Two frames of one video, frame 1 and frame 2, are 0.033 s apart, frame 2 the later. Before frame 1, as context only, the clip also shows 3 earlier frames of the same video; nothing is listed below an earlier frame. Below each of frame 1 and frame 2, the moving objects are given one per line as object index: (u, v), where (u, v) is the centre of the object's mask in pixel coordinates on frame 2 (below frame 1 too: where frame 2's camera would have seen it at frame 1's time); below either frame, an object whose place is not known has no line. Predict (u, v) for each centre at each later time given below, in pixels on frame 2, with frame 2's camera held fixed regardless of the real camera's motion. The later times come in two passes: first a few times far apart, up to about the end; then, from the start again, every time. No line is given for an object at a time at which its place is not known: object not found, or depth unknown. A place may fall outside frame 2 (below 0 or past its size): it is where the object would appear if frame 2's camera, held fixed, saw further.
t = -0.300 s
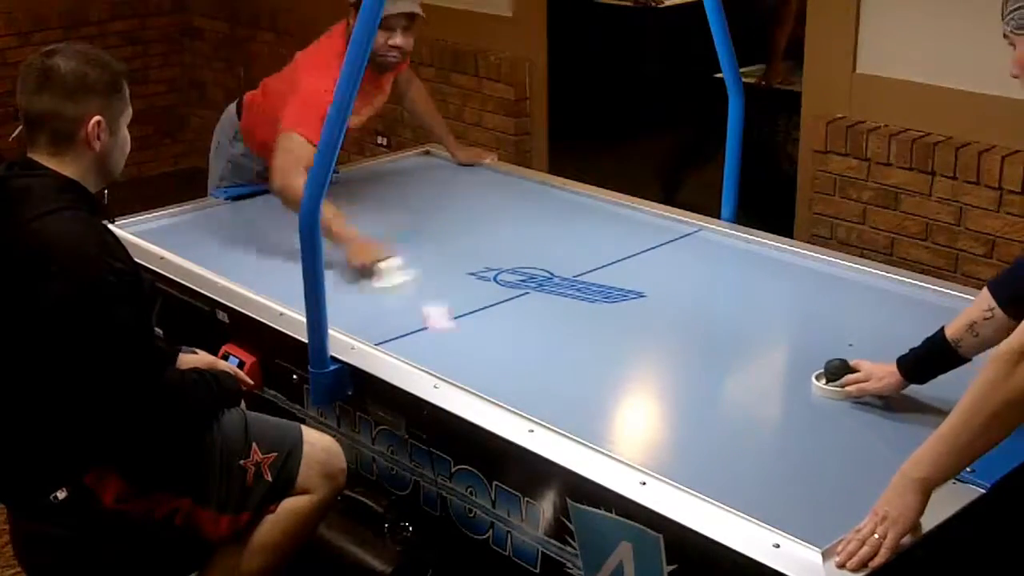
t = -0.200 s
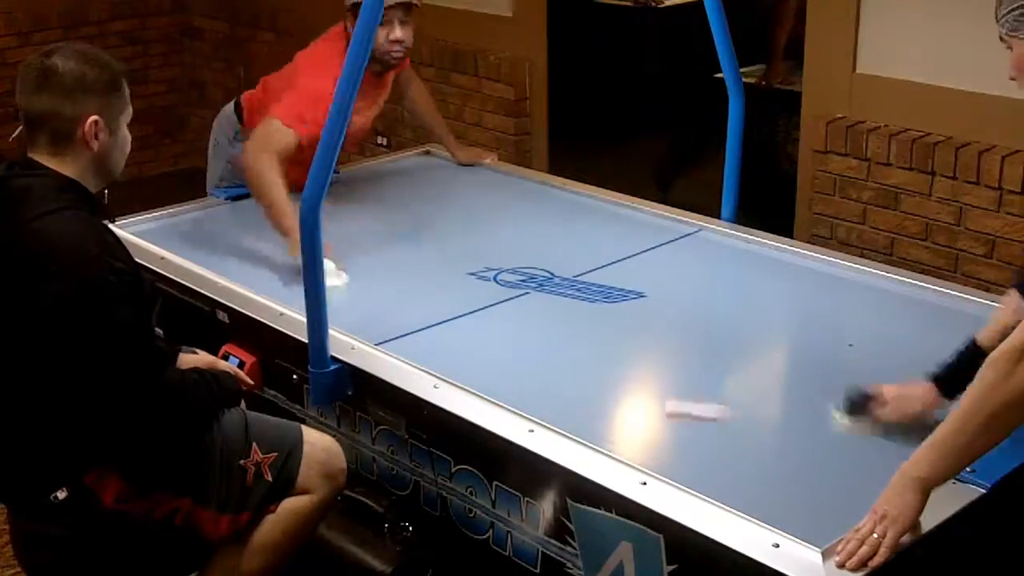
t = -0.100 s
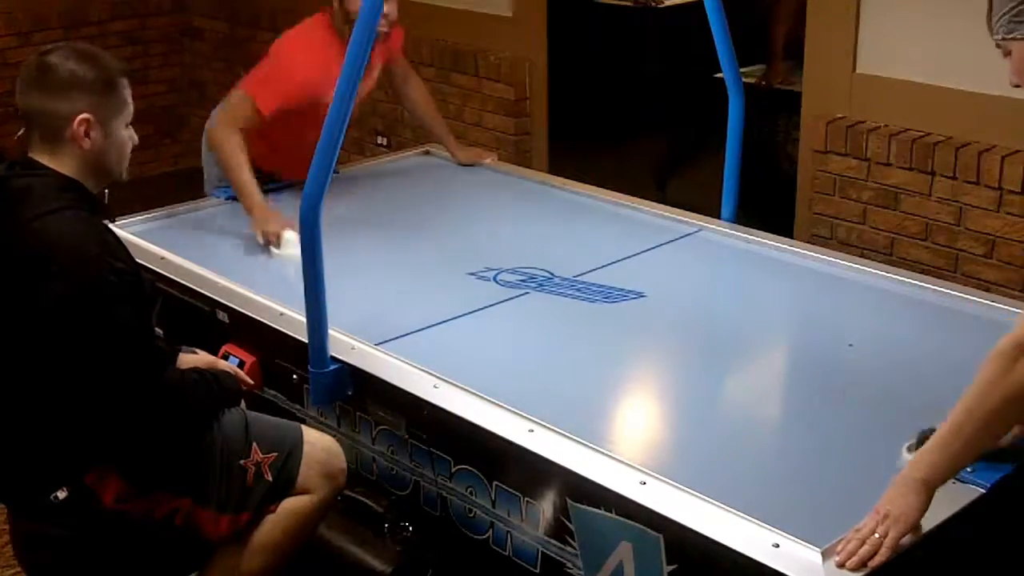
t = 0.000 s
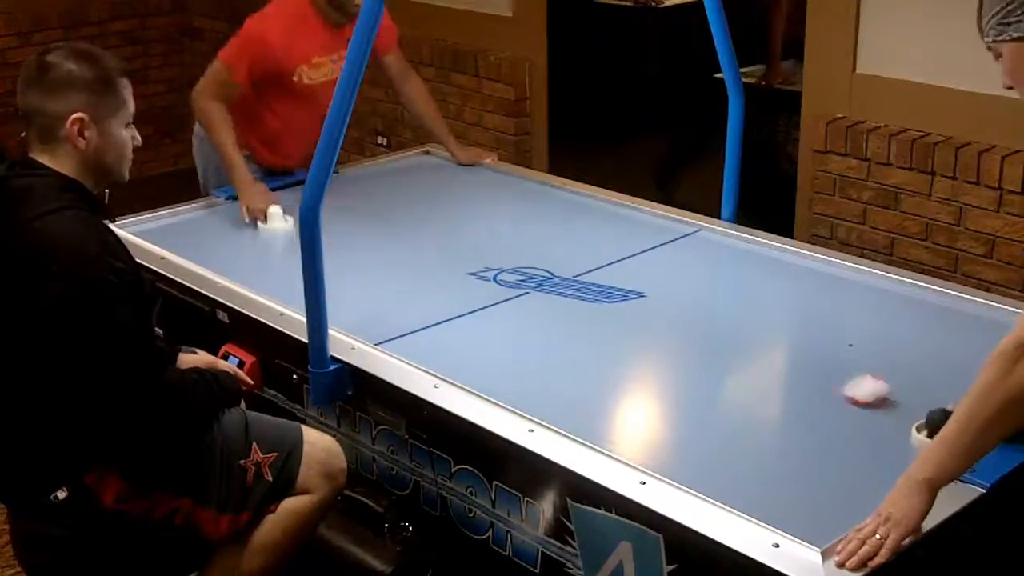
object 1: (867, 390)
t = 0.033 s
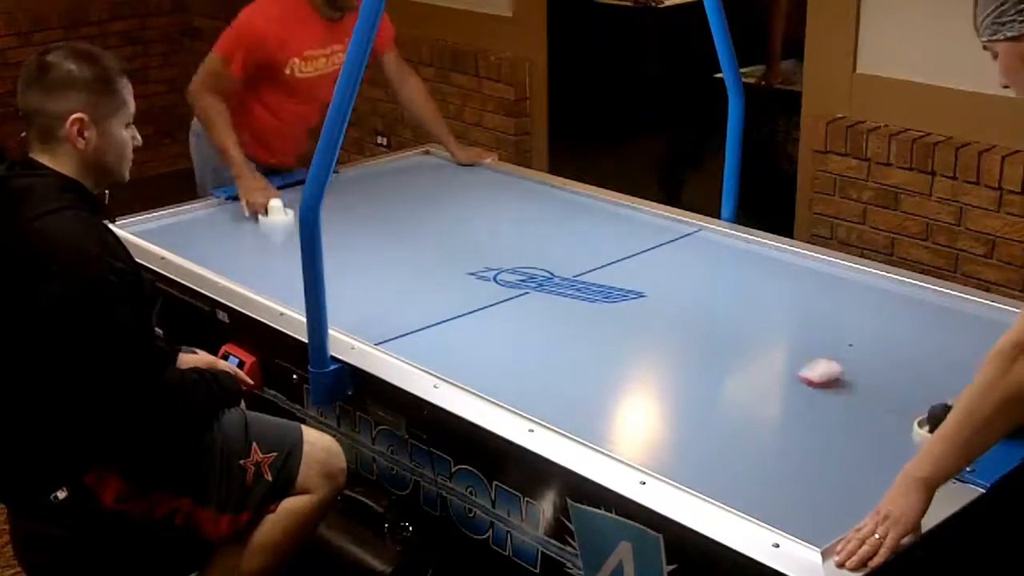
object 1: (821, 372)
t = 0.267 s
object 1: (587, 278)
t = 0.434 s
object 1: (478, 232)
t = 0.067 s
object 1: (780, 359)
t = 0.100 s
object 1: (739, 343)
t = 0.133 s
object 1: (706, 326)
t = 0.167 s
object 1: (674, 312)
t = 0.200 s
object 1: (644, 301)
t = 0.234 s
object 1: (614, 291)
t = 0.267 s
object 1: (587, 278)
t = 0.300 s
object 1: (563, 266)
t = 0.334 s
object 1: (540, 257)
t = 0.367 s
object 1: (520, 250)
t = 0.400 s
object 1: (497, 242)
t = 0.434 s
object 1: (478, 232)
